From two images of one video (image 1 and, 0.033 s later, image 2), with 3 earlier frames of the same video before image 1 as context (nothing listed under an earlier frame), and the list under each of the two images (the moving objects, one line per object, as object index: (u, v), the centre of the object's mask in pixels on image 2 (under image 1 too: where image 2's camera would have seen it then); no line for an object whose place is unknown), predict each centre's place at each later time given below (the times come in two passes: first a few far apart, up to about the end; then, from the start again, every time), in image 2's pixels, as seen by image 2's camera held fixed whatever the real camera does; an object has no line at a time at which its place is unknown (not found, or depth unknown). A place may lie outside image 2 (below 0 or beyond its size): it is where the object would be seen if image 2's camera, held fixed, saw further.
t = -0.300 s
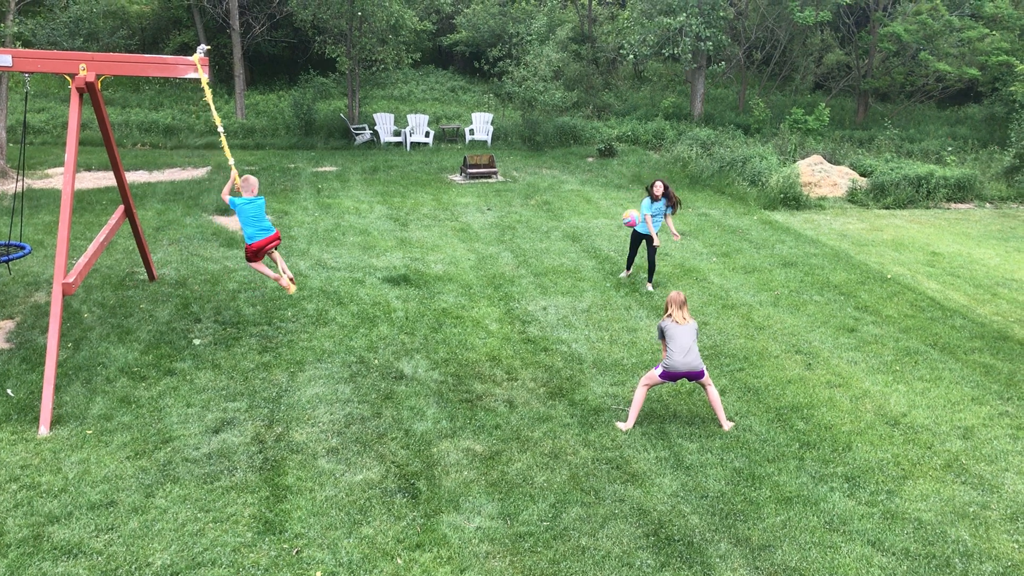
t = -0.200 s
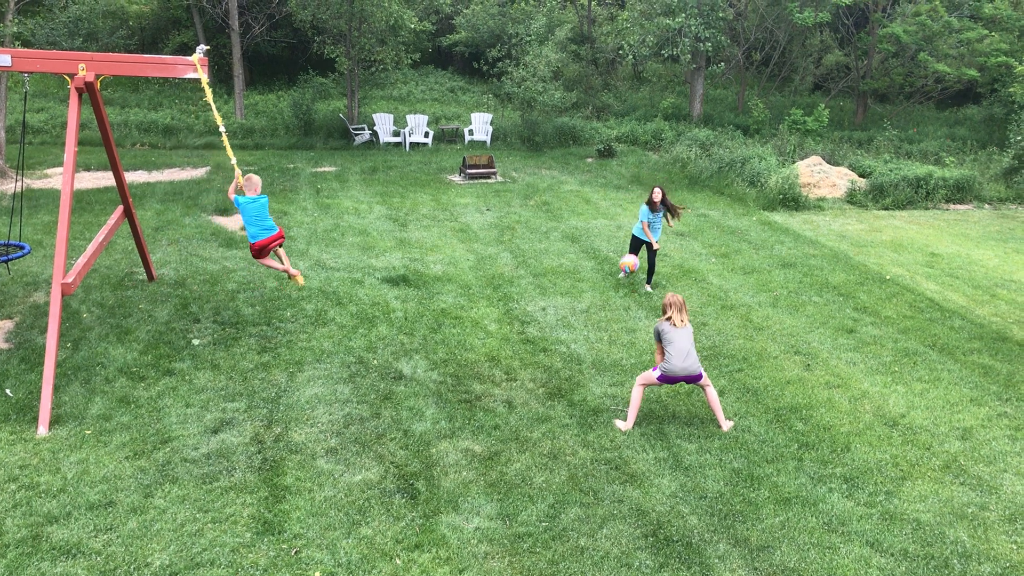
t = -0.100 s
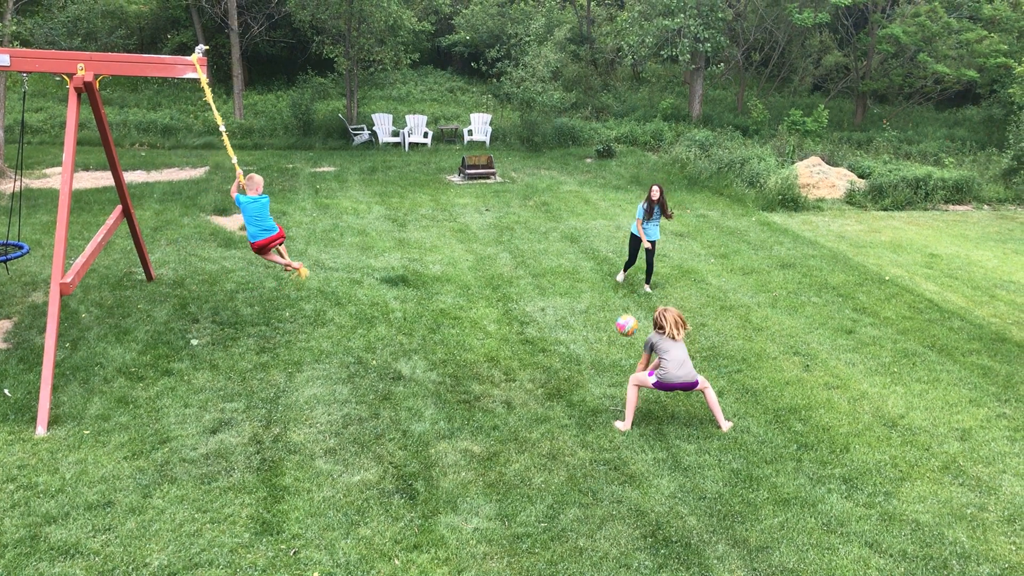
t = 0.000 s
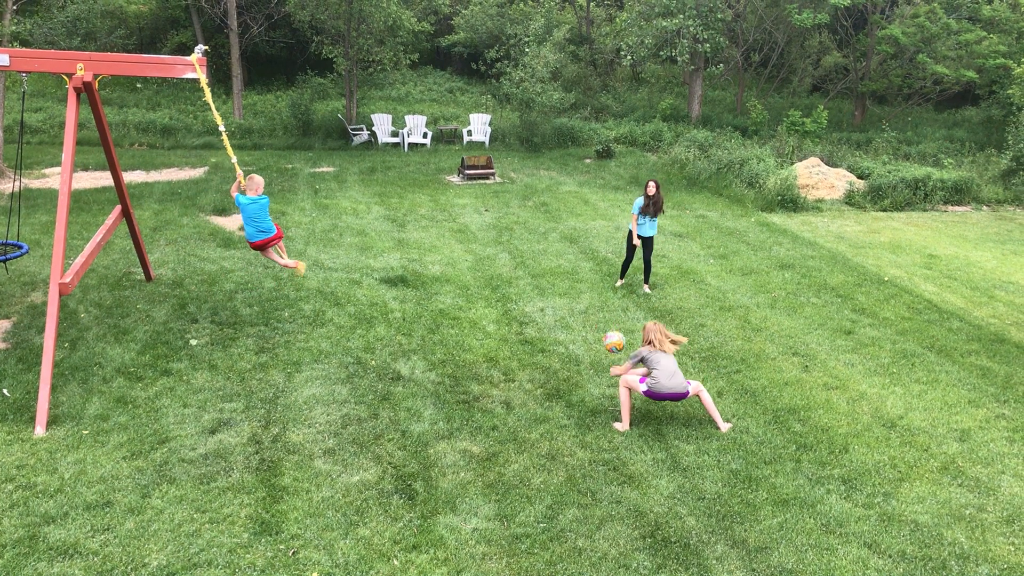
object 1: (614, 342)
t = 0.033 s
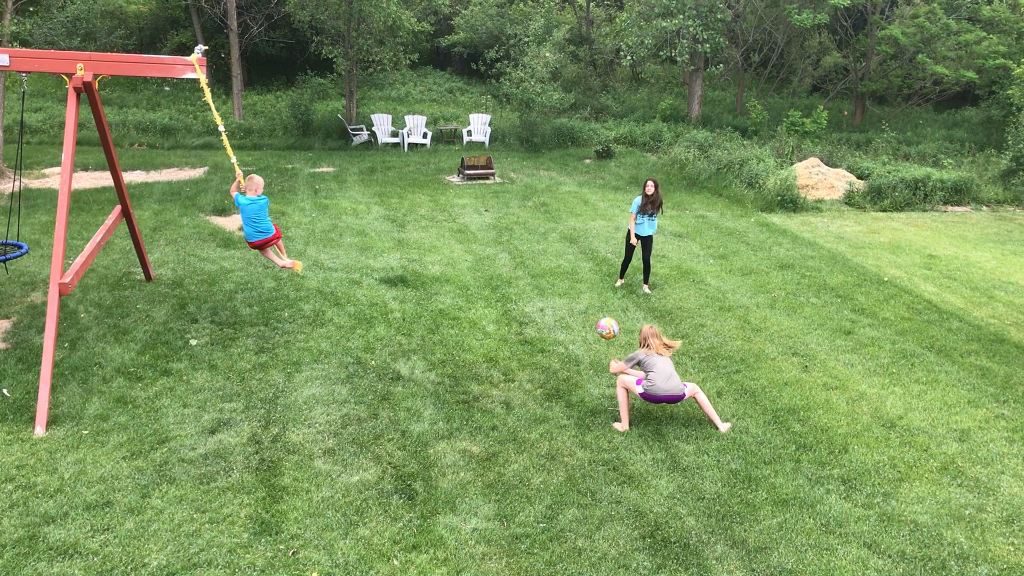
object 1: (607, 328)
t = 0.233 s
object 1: (570, 271)
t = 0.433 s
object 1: (537, 255)
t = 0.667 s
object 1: (501, 280)
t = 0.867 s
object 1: (475, 320)
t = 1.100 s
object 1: (464, 297)
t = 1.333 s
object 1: (451, 314)
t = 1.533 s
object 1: (441, 309)
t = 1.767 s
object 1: (428, 311)
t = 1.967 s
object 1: (420, 308)
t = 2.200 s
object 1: (419, 308)
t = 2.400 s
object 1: (421, 309)
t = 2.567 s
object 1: (424, 310)
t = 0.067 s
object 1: (601, 315)
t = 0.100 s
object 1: (595, 304)
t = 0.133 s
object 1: (588, 294)
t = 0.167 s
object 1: (582, 285)
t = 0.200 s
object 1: (576, 278)
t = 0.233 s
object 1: (570, 271)
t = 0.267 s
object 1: (565, 266)
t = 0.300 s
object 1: (559, 262)
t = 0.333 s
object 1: (553, 259)
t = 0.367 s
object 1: (548, 257)
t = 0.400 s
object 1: (542, 256)
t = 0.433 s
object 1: (537, 255)
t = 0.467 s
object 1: (531, 257)
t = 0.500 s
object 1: (526, 258)
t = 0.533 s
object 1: (520, 261)
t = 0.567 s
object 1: (516, 264)
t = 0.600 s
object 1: (510, 269)
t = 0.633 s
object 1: (506, 274)
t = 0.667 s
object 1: (501, 280)
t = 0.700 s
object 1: (496, 287)
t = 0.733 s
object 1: (491, 294)
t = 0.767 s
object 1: (487, 302)
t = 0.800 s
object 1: (482, 311)
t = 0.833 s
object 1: (477, 320)
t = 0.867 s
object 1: (475, 320)
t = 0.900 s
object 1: (474, 314)
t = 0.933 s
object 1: (472, 309)
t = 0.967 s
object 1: (470, 305)
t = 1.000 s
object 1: (468, 301)
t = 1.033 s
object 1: (467, 299)
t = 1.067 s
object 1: (465, 297)
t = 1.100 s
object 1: (464, 297)
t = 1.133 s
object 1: (462, 297)
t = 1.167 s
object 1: (460, 297)
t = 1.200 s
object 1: (459, 299)
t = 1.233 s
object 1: (456, 302)
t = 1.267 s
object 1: (455, 305)
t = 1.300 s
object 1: (453, 310)
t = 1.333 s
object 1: (451, 314)
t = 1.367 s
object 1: (450, 317)
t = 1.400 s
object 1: (448, 314)
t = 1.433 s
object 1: (446, 312)
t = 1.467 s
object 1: (444, 311)
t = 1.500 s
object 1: (442, 309)
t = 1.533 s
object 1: (441, 309)
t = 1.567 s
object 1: (438, 309)
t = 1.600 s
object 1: (437, 310)
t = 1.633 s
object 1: (435, 311)
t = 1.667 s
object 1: (433, 311)
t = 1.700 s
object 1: (432, 311)
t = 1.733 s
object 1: (430, 311)
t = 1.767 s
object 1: (428, 311)
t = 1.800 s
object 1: (426, 311)
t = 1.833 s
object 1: (424, 310)
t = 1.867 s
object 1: (423, 310)
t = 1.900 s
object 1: (422, 309)
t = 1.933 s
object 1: (421, 309)
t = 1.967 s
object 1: (420, 308)
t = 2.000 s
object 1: (419, 308)
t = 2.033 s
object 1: (419, 308)
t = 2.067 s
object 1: (419, 308)
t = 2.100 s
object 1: (419, 308)
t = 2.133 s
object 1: (419, 308)
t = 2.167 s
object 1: (419, 308)
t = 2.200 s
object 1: (419, 308)
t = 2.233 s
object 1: (419, 308)
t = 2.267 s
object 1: (420, 308)
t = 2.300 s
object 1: (420, 308)
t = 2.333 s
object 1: (421, 308)
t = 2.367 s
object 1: (421, 309)
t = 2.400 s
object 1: (421, 309)
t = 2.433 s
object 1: (422, 309)
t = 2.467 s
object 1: (422, 309)
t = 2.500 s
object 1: (423, 309)
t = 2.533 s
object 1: (424, 310)
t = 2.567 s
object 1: (424, 310)
